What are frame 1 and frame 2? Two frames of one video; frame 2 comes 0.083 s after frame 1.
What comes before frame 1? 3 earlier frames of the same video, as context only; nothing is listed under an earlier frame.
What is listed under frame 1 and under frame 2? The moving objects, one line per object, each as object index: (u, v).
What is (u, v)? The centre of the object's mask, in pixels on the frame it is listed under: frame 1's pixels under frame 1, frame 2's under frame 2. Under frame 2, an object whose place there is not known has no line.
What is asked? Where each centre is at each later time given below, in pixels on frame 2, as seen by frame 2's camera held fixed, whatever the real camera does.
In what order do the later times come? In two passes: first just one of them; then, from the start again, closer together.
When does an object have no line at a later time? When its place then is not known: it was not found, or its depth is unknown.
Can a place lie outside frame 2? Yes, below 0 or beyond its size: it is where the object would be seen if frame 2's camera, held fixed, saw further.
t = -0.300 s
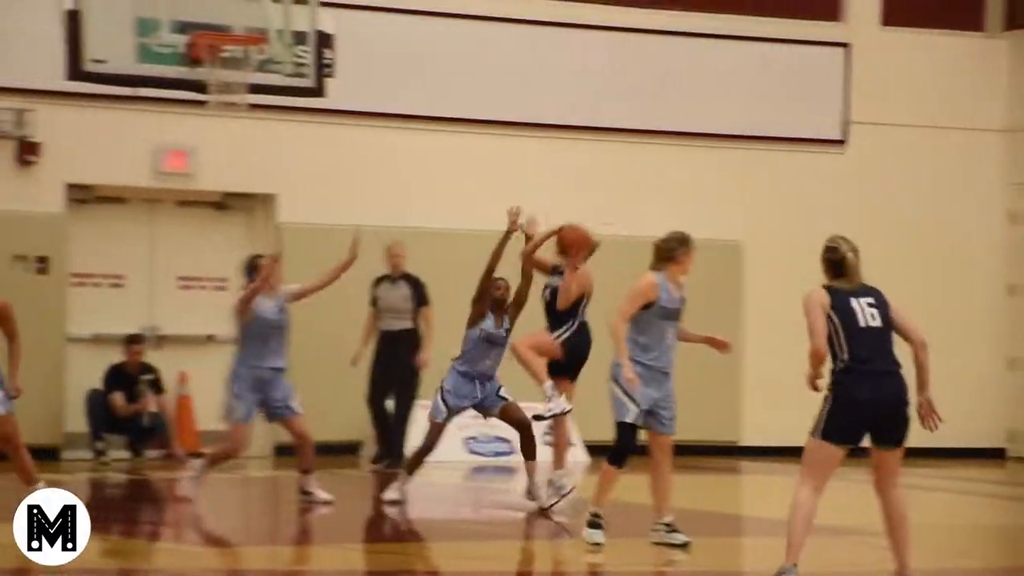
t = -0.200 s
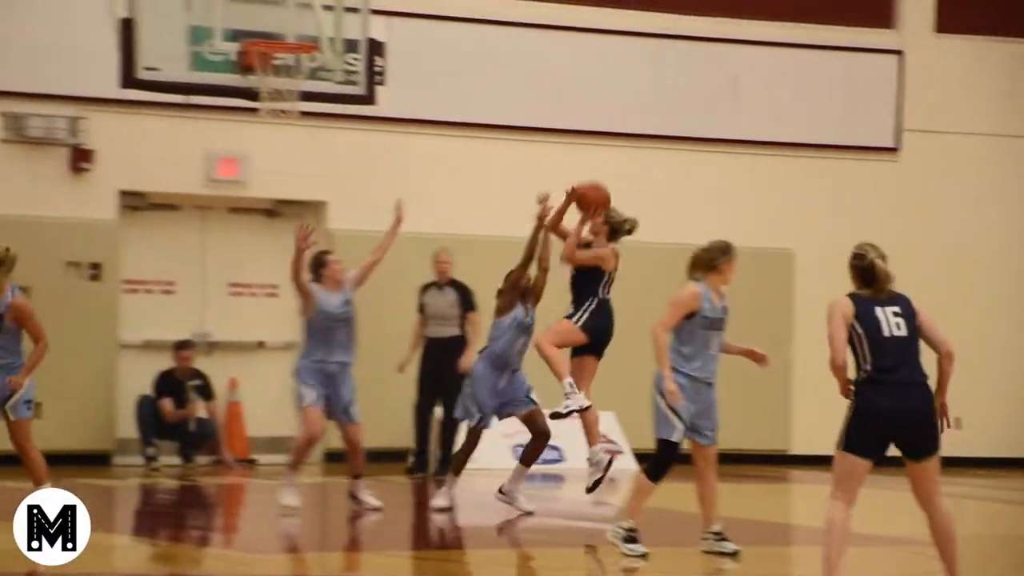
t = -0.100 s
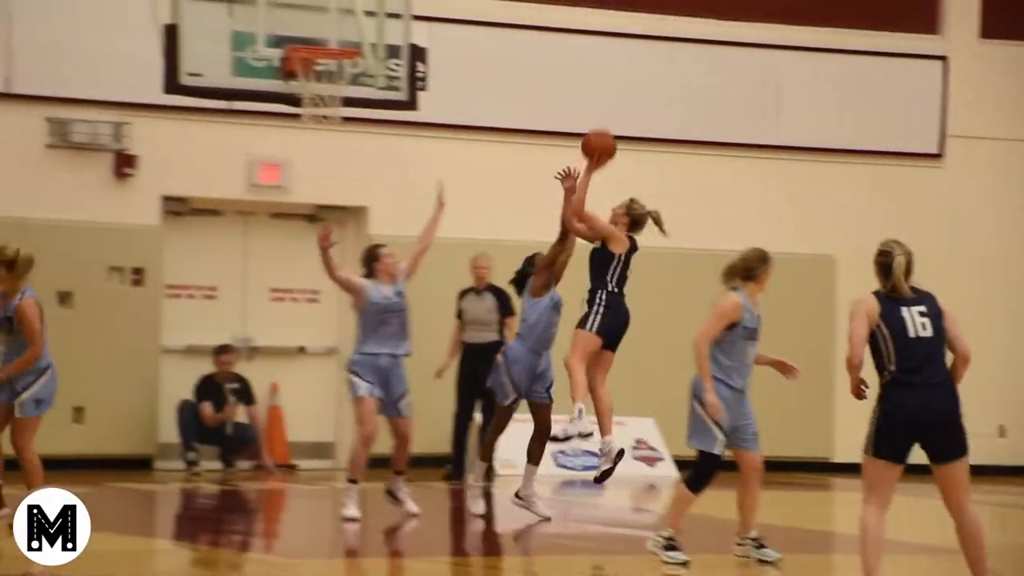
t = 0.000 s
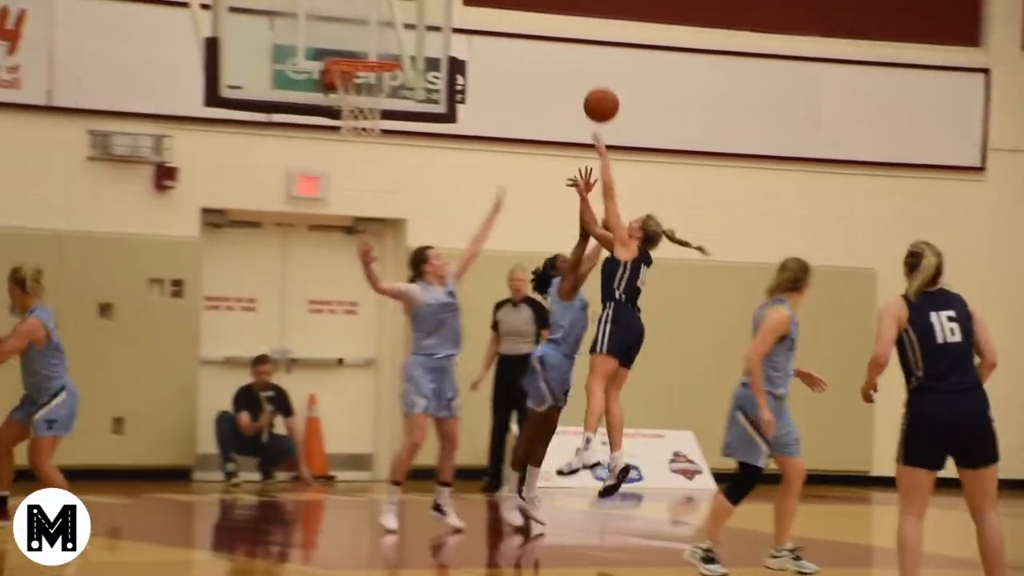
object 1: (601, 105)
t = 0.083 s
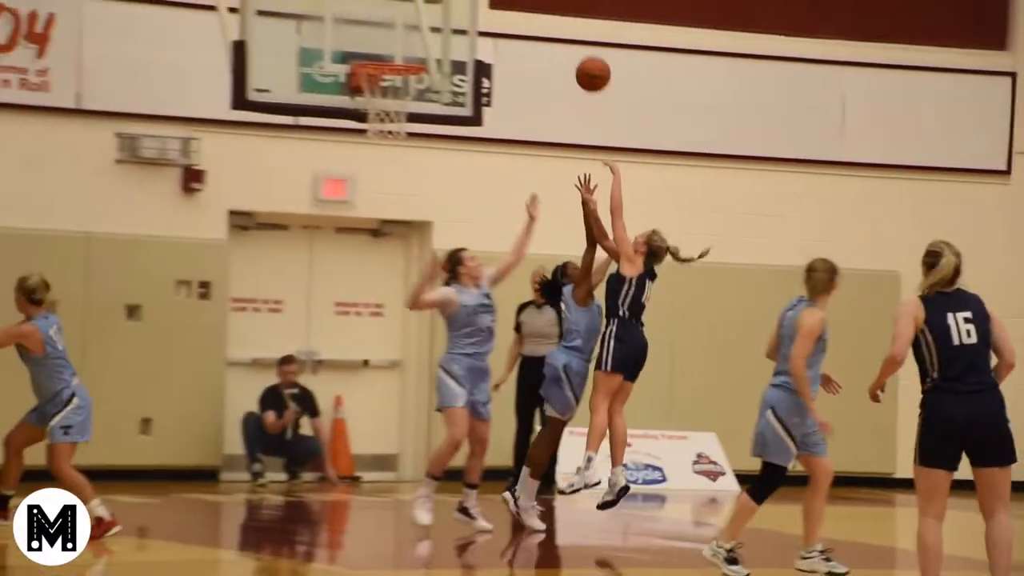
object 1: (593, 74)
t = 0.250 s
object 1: (527, 36)
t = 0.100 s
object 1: (586, 68)
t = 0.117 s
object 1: (580, 63)
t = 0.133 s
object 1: (574, 58)
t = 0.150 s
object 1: (567, 54)
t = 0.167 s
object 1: (560, 49)
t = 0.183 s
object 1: (553, 46)
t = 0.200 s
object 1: (547, 43)
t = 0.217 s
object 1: (540, 40)
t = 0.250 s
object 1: (527, 36)
